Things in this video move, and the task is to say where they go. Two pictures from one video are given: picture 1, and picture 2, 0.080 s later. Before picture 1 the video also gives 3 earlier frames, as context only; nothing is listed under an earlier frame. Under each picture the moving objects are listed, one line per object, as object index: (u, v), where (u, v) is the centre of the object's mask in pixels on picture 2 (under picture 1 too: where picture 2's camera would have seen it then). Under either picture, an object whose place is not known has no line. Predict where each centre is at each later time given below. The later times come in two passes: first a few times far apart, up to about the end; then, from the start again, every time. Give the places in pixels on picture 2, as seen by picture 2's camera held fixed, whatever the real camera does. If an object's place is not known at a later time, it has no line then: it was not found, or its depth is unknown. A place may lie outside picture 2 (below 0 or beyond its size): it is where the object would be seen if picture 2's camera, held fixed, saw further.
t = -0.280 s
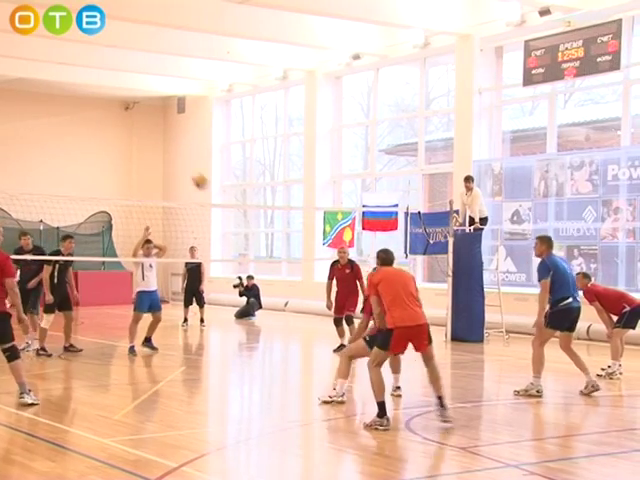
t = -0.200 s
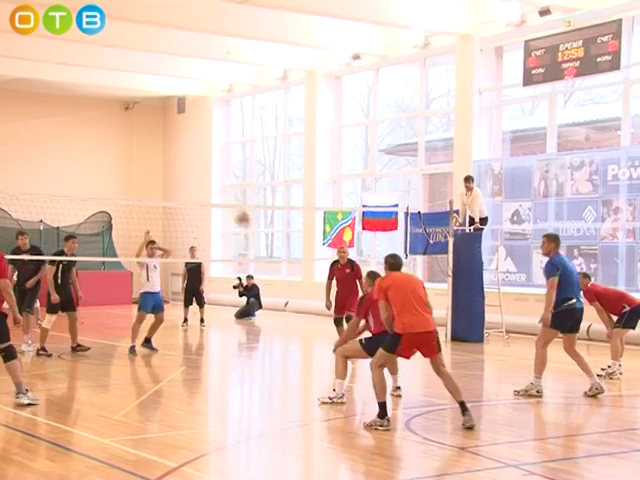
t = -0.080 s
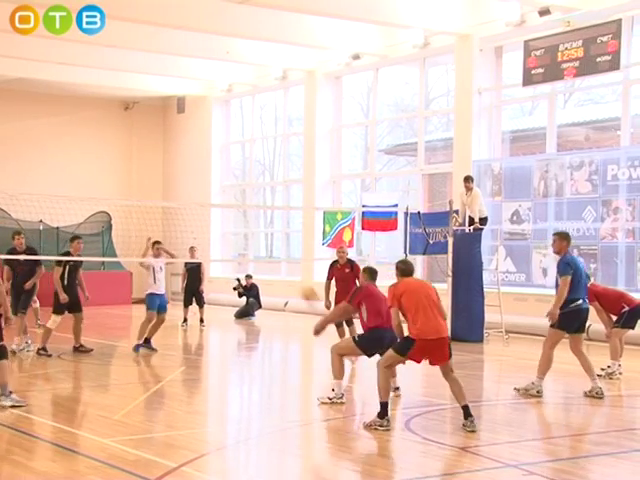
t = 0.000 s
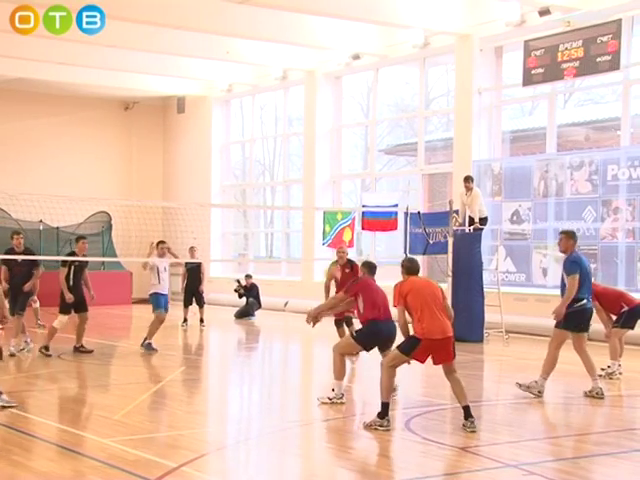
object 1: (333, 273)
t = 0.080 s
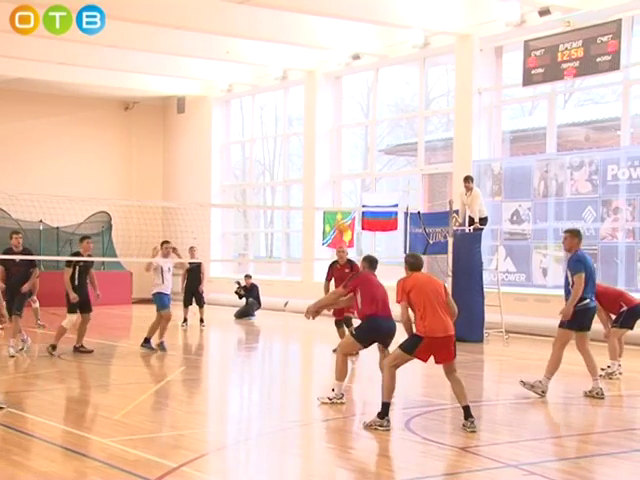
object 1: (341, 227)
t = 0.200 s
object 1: (355, 172)
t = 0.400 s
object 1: (378, 114)
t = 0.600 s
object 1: (399, 91)
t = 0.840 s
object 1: (423, 103)
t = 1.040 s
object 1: (440, 142)
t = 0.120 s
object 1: (345, 208)
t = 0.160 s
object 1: (351, 188)
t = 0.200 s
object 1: (355, 172)
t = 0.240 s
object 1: (360, 157)
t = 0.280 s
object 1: (365, 143)
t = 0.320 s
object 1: (369, 132)
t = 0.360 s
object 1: (373, 122)
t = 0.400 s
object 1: (378, 114)
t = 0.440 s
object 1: (383, 106)
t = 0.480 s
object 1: (387, 101)
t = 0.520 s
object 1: (391, 97)
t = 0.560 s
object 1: (395, 94)
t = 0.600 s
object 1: (399, 91)
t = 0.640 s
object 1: (403, 91)
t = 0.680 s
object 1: (408, 91)
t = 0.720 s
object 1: (412, 92)
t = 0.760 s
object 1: (415, 95)
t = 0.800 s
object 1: (419, 99)
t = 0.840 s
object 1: (423, 103)
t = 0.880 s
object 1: (426, 109)
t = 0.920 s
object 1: (430, 115)
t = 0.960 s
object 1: (433, 123)
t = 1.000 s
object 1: (437, 131)
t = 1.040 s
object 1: (440, 142)
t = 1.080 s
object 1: (444, 150)
